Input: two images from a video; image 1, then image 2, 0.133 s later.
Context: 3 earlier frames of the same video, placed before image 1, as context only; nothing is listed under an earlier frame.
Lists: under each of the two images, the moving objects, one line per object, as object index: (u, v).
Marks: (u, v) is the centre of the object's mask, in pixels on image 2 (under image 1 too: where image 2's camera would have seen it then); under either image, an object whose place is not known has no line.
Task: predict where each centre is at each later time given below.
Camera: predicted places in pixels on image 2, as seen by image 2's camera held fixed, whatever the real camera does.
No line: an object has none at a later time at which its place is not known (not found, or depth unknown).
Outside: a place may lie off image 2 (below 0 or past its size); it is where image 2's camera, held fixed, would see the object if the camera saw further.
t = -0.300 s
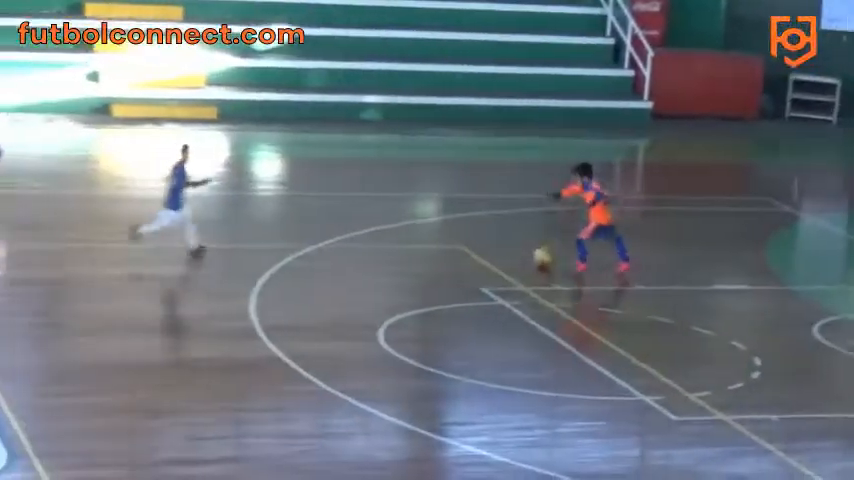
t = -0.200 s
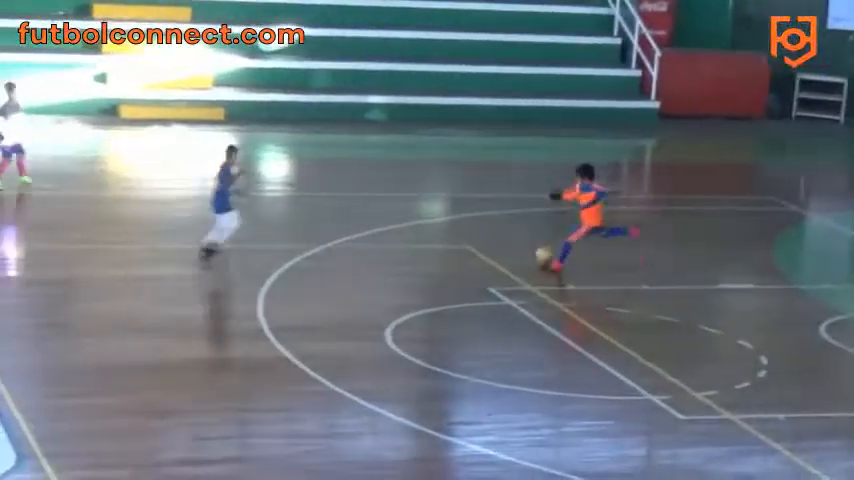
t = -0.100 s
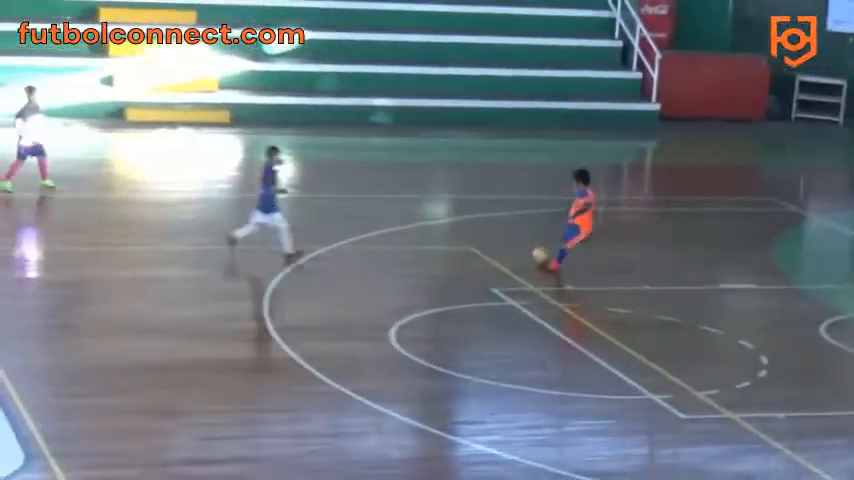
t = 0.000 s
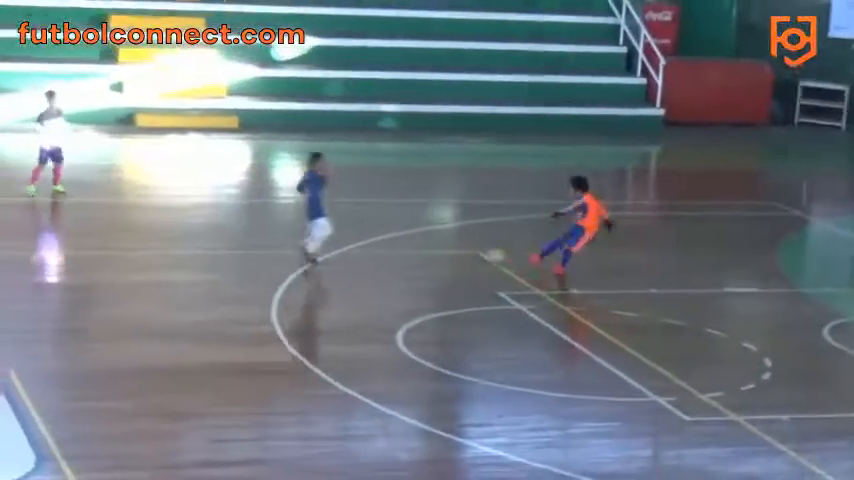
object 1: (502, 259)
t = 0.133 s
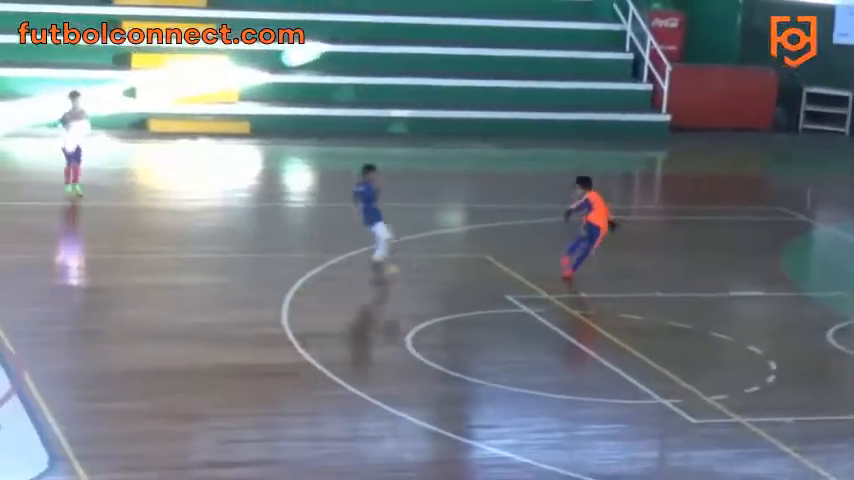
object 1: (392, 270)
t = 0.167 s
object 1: (365, 275)
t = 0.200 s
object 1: (334, 278)
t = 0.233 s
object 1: (302, 285)
